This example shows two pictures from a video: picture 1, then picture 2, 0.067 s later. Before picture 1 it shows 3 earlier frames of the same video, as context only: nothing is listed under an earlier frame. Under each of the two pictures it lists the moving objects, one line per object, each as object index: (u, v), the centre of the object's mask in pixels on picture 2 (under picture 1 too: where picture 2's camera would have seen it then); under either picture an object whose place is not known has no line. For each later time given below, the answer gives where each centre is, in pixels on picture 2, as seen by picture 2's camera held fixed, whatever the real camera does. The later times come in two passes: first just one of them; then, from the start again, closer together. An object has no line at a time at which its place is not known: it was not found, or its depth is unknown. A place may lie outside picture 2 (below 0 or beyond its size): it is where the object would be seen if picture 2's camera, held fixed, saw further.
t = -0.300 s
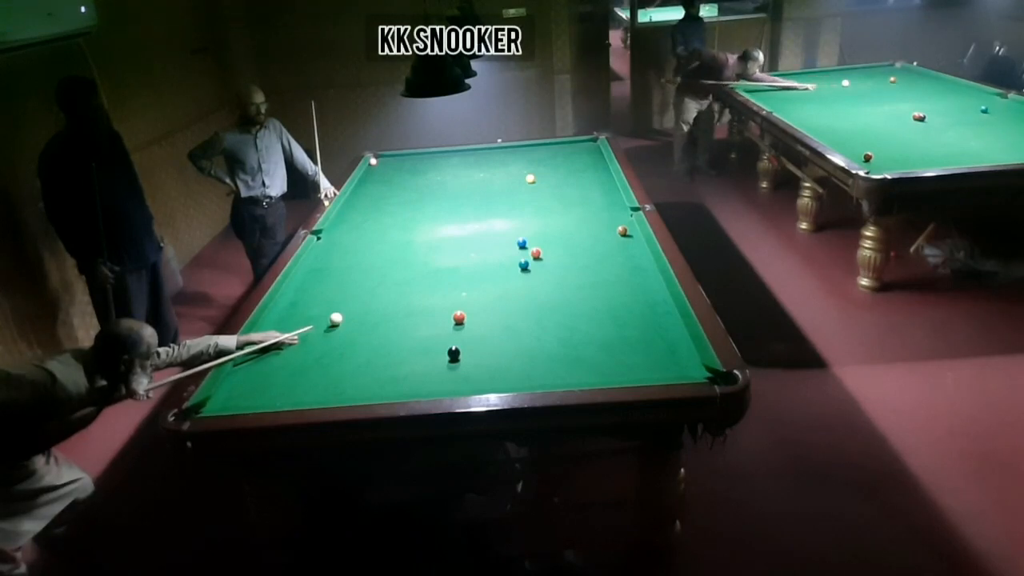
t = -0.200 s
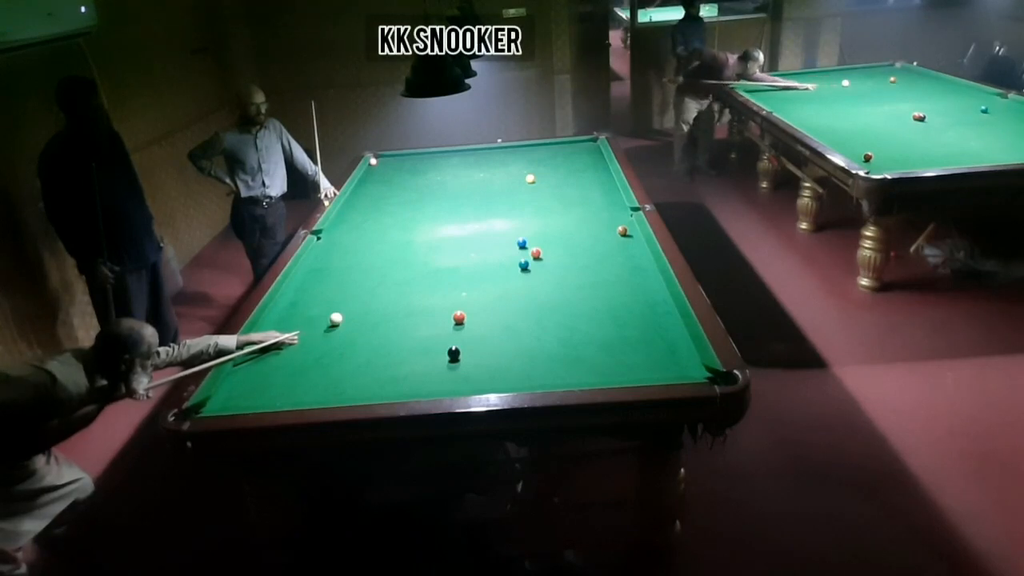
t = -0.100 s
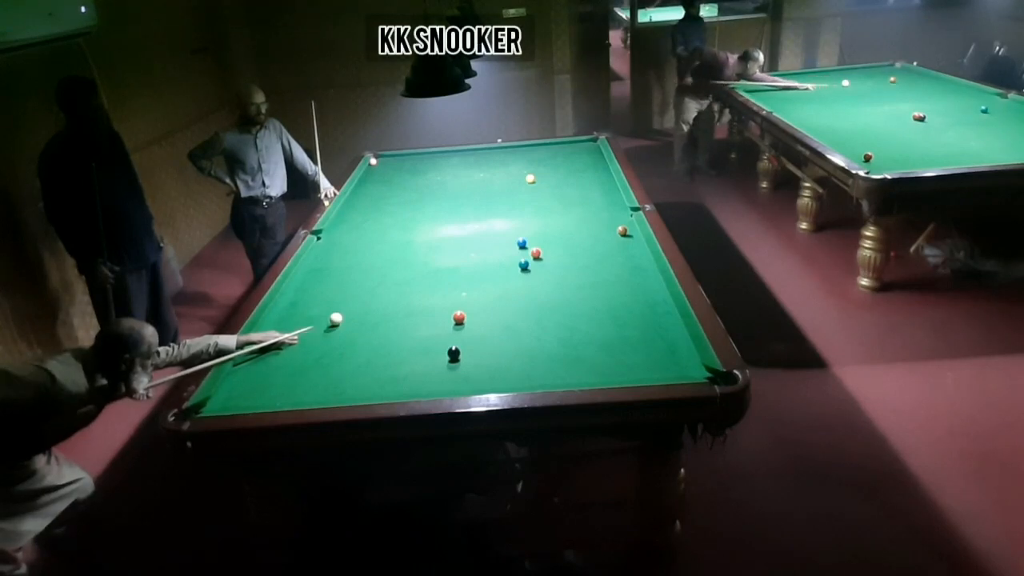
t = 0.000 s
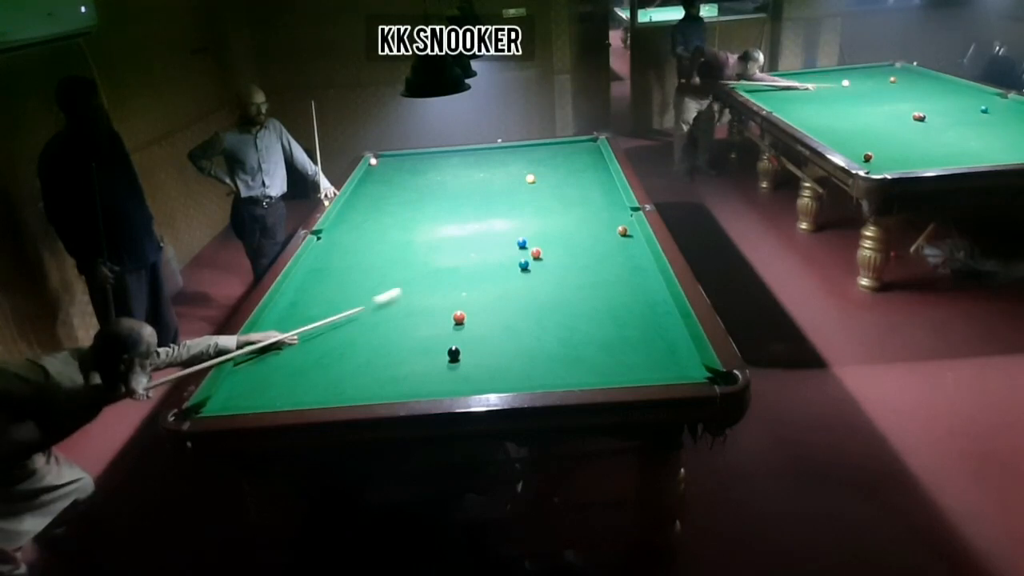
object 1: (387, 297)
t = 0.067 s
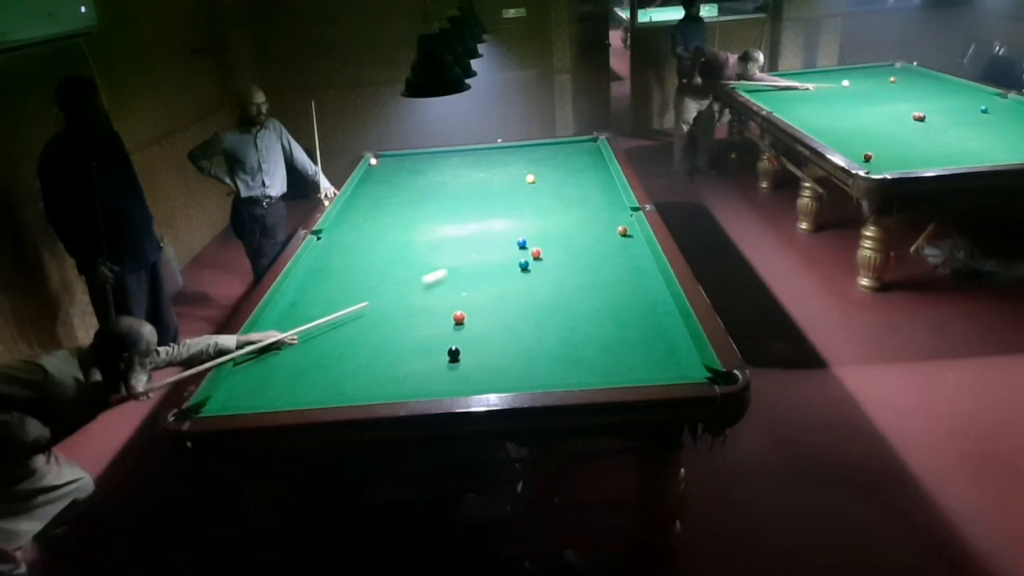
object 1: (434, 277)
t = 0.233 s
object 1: (511, 242)
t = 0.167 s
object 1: (494, 251)
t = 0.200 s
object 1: (508, 247)
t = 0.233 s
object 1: (511, 242)
